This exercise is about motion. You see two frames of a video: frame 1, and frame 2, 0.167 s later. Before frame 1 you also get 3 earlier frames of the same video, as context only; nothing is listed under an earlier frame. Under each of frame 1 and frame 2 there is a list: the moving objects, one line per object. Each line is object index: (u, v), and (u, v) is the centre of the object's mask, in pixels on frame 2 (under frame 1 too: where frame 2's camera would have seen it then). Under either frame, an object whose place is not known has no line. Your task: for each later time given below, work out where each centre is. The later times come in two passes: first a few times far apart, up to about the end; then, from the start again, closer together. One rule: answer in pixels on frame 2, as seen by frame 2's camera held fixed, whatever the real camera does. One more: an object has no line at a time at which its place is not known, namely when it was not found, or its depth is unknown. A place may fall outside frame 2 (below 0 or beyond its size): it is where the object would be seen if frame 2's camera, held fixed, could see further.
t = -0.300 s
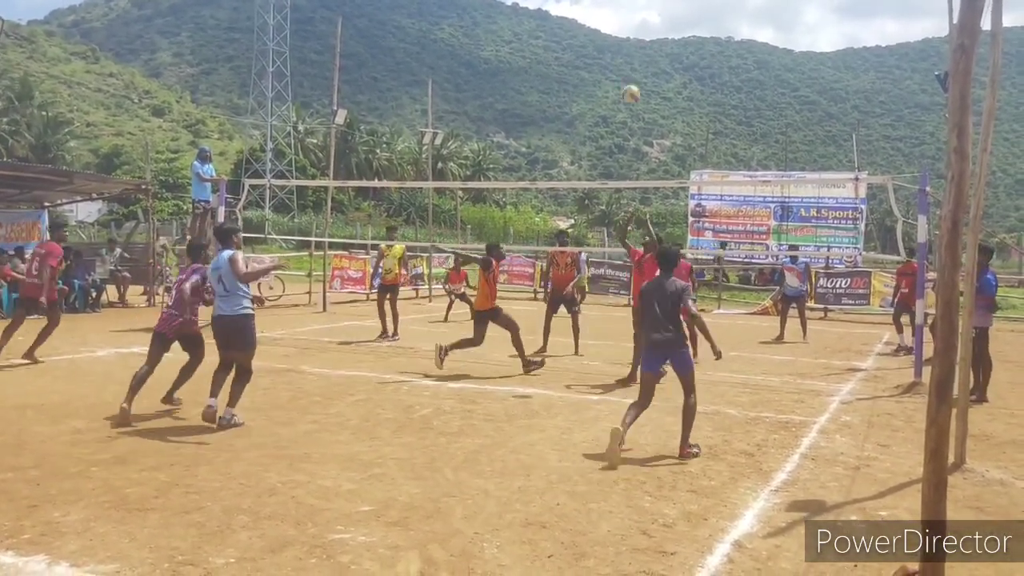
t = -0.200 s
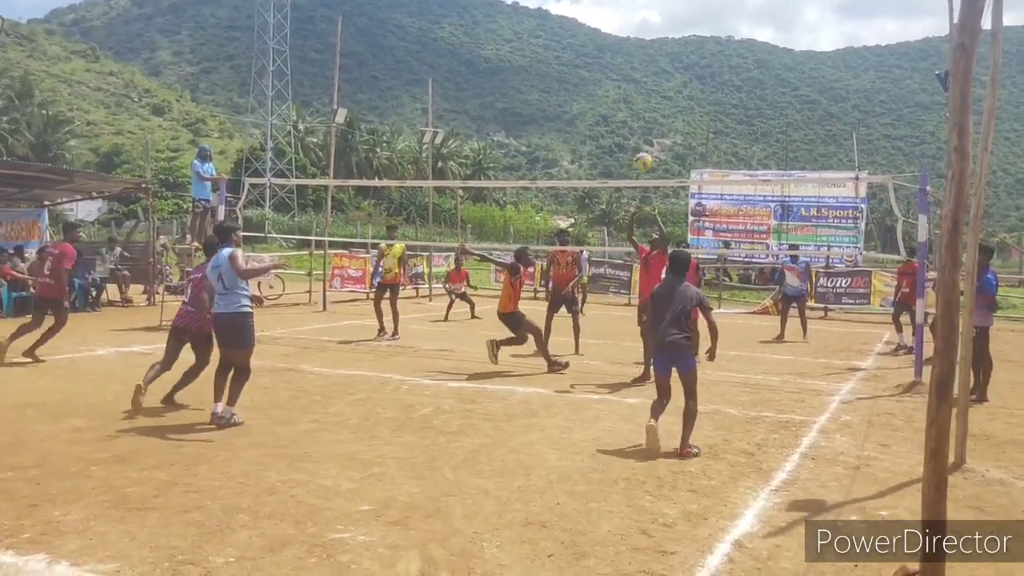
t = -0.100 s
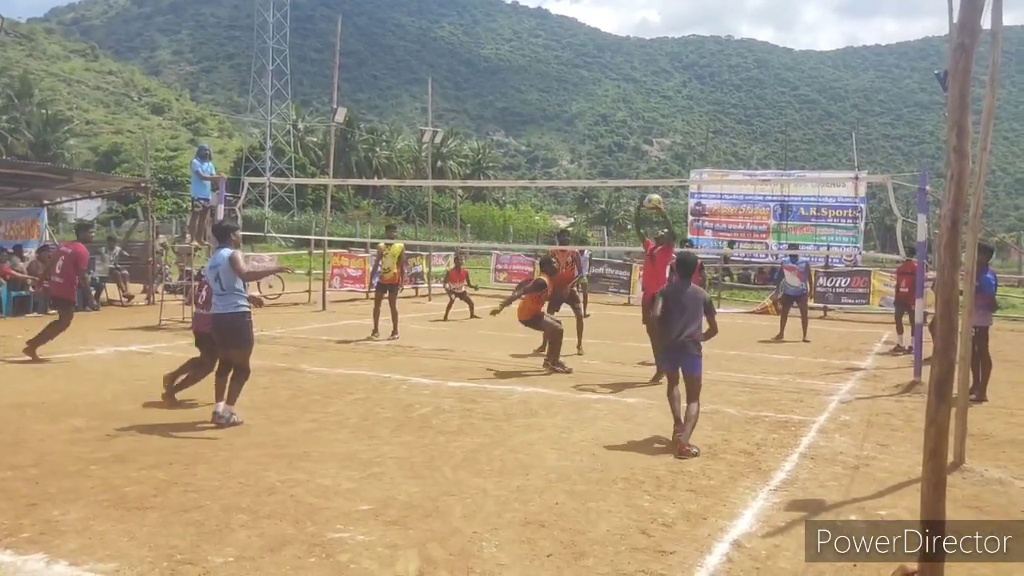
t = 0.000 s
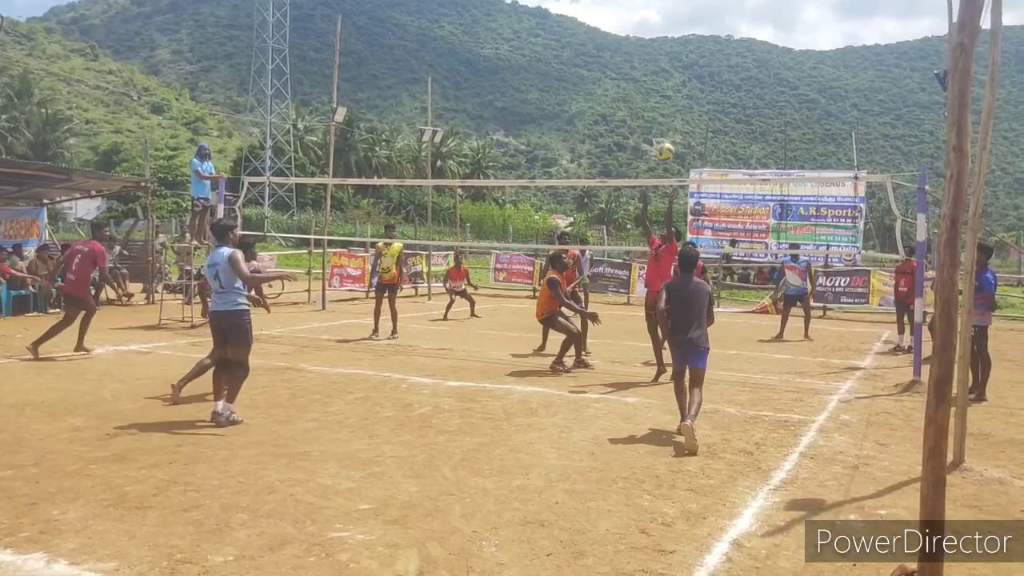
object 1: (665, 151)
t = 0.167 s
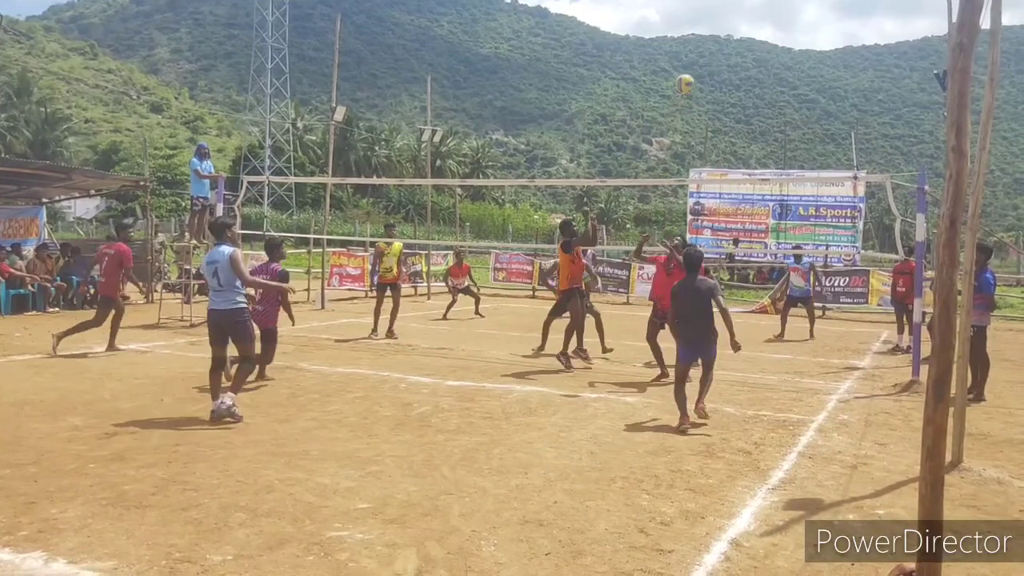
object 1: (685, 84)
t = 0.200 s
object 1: (688, 73)
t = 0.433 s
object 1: (715, 23)
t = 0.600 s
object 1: (732, 16)
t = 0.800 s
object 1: (752, 38)
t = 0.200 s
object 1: (688, 73)
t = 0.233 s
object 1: (692, 62)
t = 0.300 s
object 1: (700, 44)
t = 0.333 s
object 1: (704, 40)
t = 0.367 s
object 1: (708, 32)
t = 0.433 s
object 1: (715, 23)
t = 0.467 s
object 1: (718, 20)
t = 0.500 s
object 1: (722, 18)
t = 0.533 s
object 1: (725, 16)
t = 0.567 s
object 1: (729, 16)
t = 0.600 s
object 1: (732, 16)
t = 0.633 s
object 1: (735, 18)
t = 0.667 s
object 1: (738, 20)
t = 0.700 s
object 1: (742, 23)
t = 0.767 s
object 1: (749, 31)
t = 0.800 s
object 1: (752, 38)
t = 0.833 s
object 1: (756, 45)
